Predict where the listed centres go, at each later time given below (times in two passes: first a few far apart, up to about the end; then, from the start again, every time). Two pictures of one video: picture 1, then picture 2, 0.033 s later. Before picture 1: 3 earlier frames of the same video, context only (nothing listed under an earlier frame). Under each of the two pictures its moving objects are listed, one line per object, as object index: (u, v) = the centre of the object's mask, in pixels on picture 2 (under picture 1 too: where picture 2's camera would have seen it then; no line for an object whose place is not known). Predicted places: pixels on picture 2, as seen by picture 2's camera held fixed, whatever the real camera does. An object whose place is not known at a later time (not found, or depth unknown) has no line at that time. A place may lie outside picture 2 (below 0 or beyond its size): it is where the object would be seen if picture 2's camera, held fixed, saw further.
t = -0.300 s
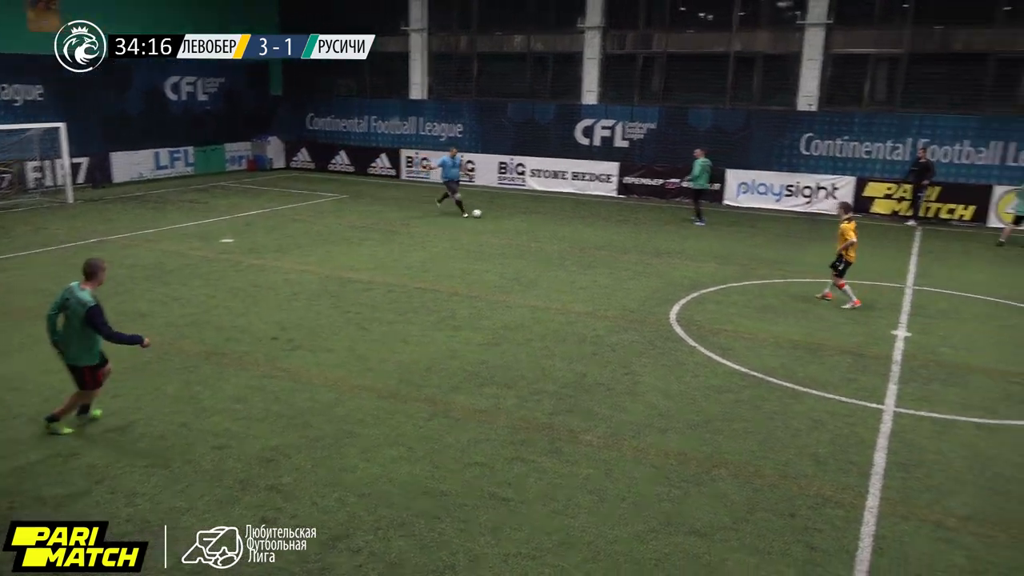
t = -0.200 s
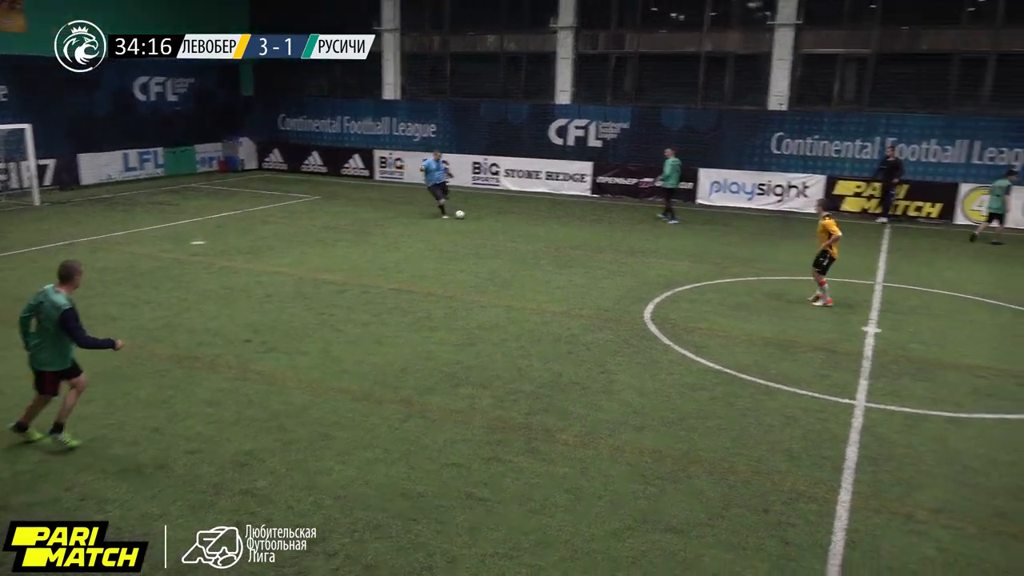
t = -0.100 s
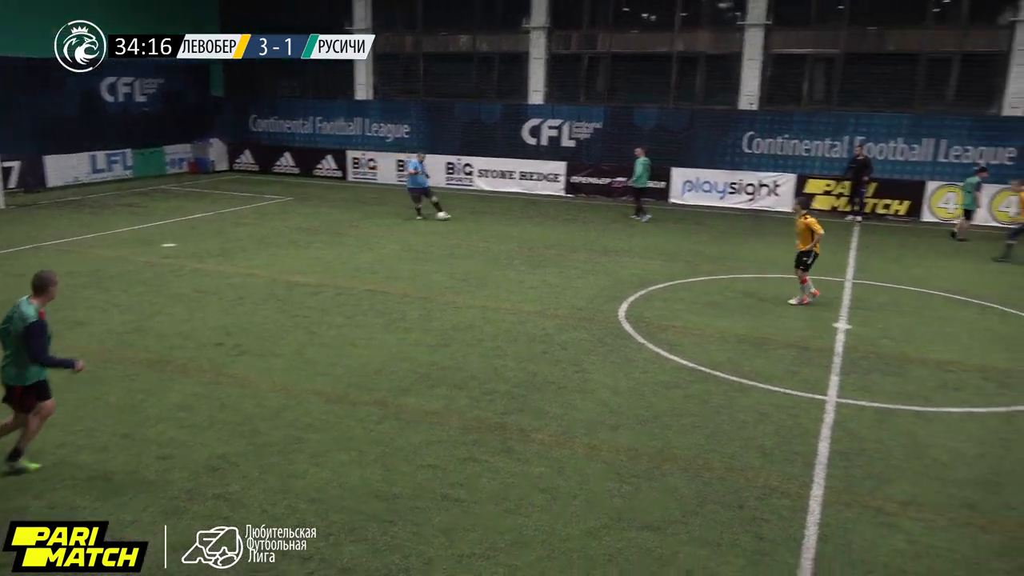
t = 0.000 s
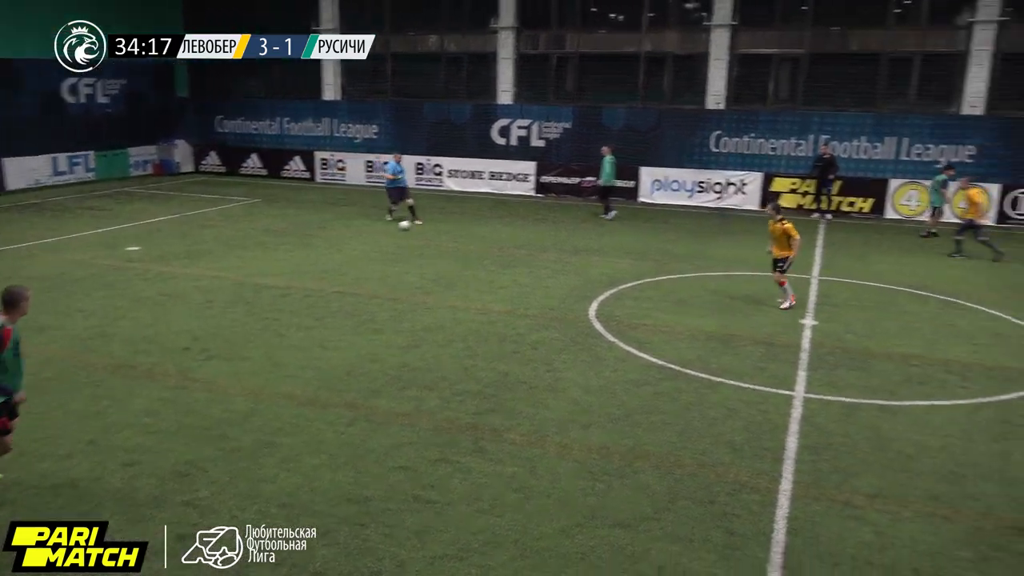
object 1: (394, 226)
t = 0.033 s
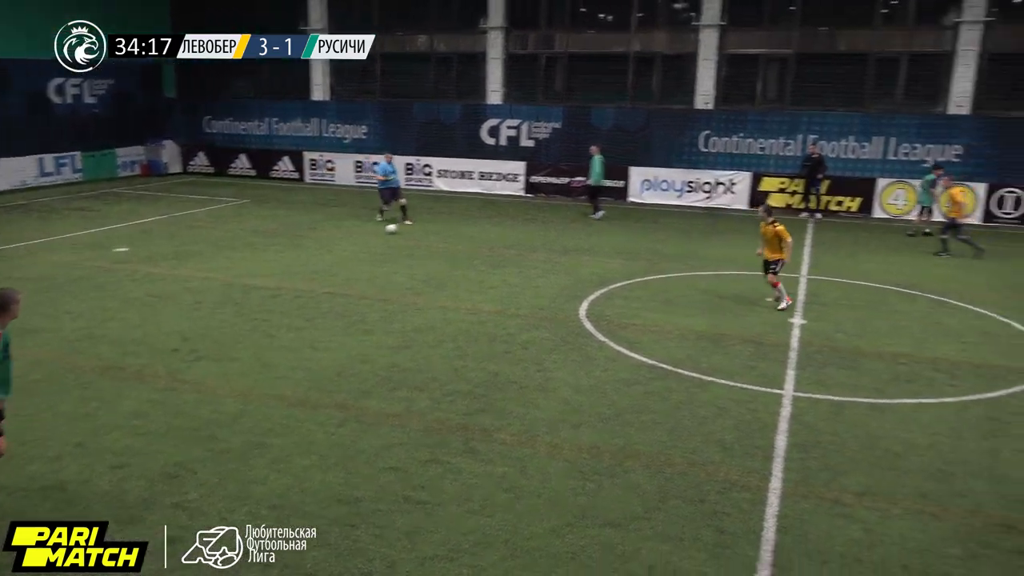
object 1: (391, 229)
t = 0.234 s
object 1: (375, 247)
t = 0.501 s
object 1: (352, 275)
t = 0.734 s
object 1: (330, 301)
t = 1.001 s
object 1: (298, 338)
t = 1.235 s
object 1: (260, 380)
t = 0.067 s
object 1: (389, 232)
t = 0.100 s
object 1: (386, 235)
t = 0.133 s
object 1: (384, 238)
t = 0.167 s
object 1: (381, 242)
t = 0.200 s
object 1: (378, 244)
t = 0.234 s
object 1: (375, 247)
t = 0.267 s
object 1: (373, 250)
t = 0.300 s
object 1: (370, 254)
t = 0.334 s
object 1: (367, 258)
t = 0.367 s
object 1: (364, 261)
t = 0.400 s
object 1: (361, 264)
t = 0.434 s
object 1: (358, 268)
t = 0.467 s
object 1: (355, 272)
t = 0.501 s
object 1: (352, 275)
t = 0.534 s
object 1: (349, 278)
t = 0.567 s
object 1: (346, 282)
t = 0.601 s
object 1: (343, 285)
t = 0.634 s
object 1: (340, 288)
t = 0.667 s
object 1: (337, 292)
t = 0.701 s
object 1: (334, 296)
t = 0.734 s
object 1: (330, 301)
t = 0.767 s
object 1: (326, 305)
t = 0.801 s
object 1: (323, 309)
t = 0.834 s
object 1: (319, 313)
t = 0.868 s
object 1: (315, 318)
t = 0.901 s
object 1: (311, 322)
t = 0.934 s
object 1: (307, 326)
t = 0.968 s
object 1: (303, 332)
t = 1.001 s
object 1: (298, 338)
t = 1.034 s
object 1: (293, 343)
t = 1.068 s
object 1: (288, 348)
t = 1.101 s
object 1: (283, 354)
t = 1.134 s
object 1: (278, 360)
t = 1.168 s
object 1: (272, 366)
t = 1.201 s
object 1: (266, 372)
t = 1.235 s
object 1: (260, 380)
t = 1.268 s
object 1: (254, 386)
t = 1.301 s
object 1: (247, 393)
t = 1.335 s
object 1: (240, 401)
